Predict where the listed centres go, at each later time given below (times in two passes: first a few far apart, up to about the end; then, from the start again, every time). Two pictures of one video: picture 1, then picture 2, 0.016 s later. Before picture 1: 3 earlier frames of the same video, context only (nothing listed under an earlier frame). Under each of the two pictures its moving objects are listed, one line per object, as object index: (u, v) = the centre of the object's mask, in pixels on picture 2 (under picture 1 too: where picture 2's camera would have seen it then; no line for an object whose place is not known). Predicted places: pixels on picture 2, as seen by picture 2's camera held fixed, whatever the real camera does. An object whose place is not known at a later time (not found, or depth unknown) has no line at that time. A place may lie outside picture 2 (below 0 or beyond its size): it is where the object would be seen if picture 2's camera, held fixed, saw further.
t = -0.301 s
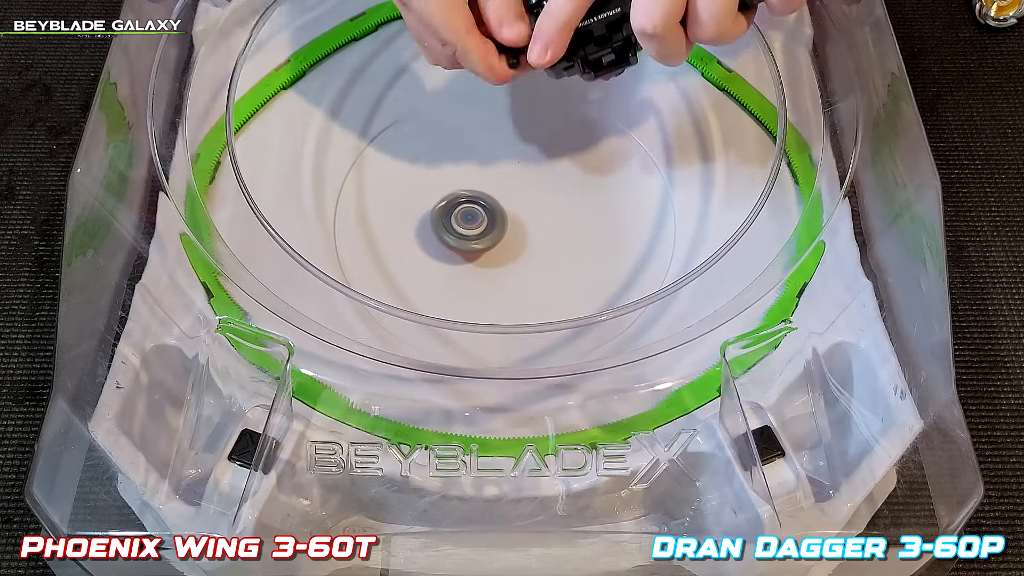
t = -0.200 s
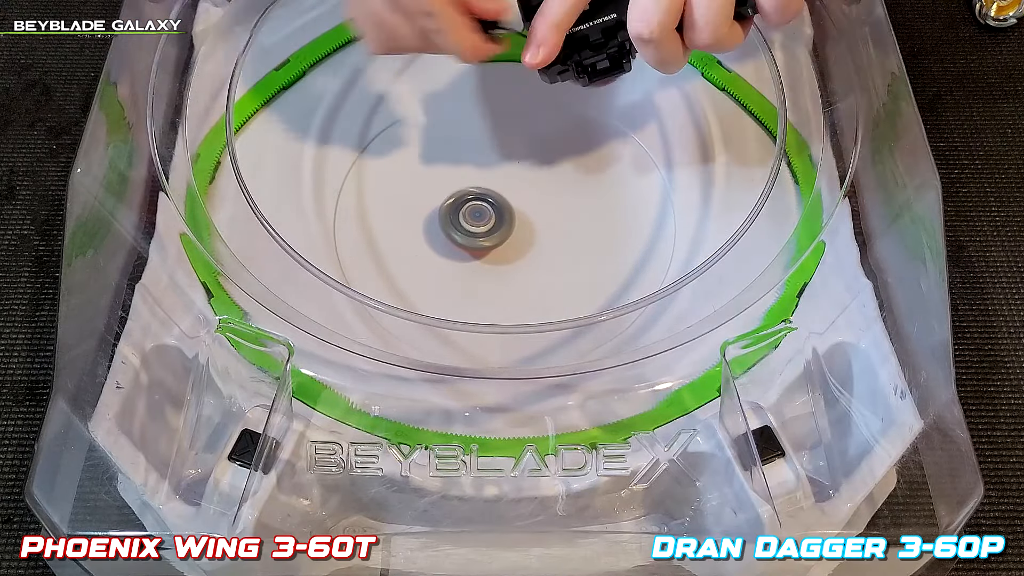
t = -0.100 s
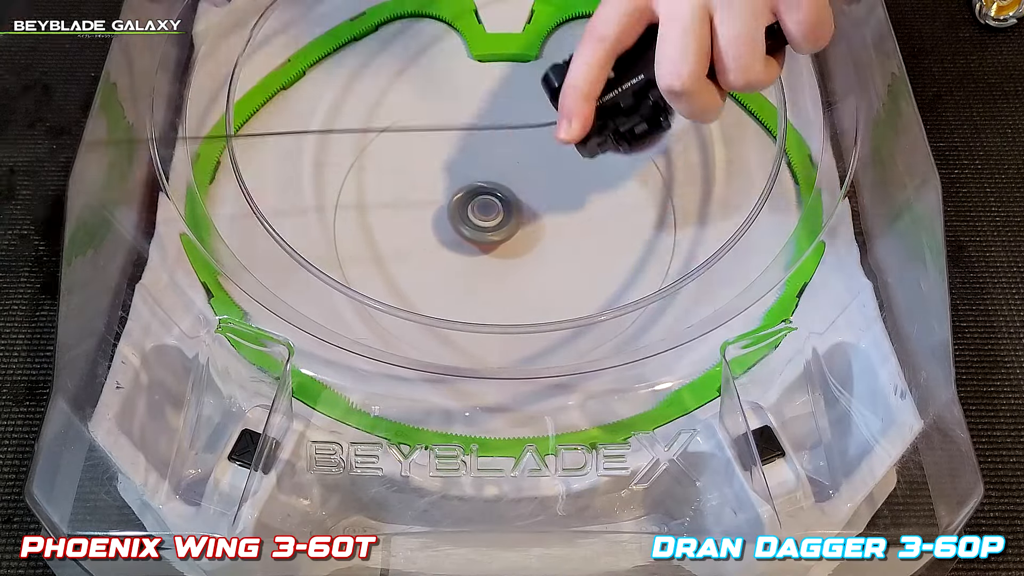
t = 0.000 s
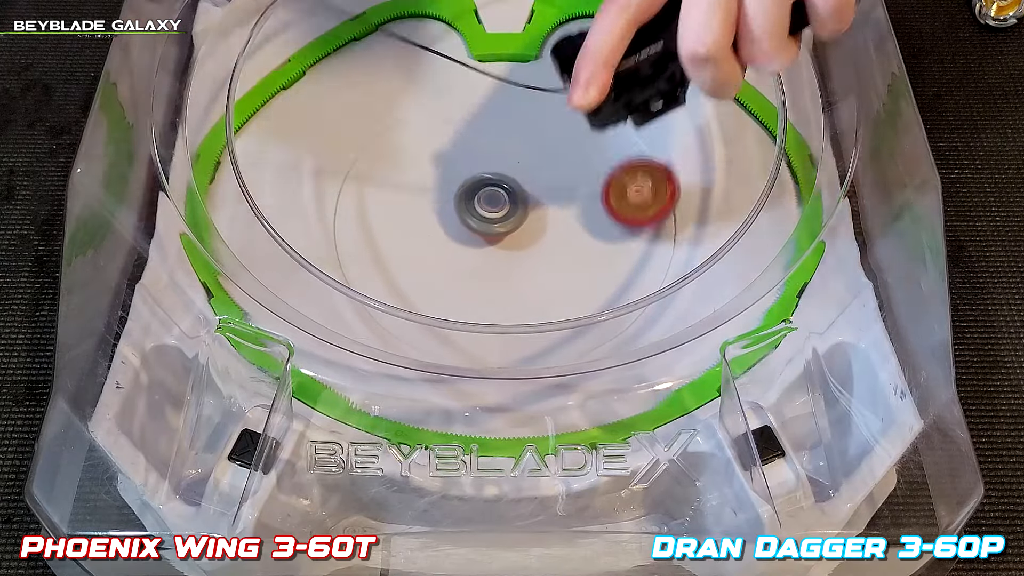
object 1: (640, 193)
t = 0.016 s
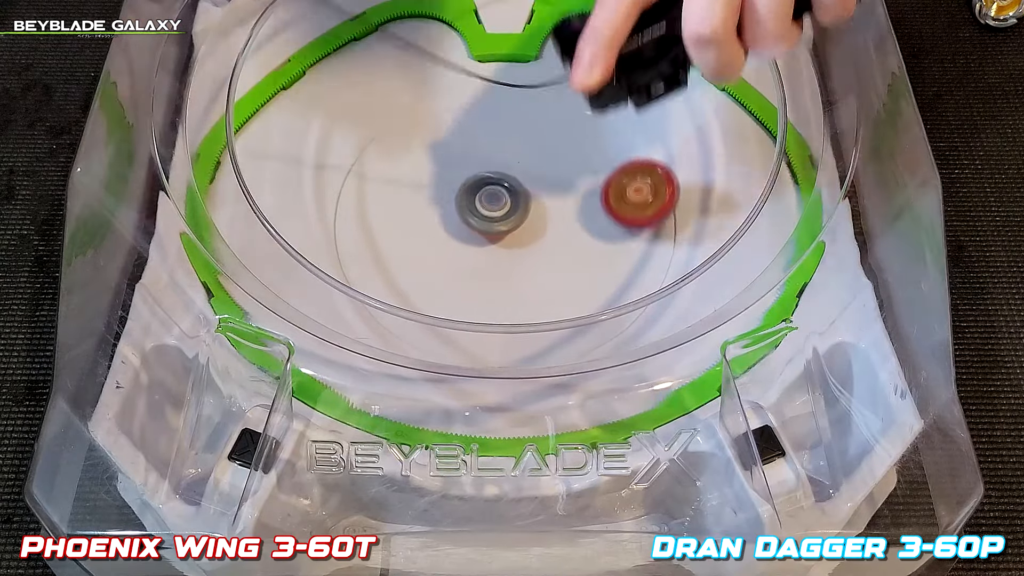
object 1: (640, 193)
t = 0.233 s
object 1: (589, 218)
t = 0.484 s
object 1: (519, 294)
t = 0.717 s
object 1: (554, 338)
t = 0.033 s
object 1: (639, 185)
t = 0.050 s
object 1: (637, 179)
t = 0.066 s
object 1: (635, 175)
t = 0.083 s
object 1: (632, 175)
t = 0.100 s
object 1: (628, 177)
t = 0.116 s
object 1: (624, 183)
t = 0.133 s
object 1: (620, 191)
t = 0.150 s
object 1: (615, 201)
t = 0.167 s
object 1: (611, 210)
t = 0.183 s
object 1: (606, 208)
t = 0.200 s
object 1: (601, 208)
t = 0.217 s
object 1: (595, 212)
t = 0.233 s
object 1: (589, 218)
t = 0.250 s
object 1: (583, 225)
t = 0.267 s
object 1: (576, 228)
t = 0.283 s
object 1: (570, 232)
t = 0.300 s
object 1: (564, 236)
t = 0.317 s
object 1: (558, 241)
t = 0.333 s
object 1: (552, 246)
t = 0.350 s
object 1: (546, 251)
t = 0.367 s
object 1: (541, 256)
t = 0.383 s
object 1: (536, 261)
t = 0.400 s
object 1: (532, 267)
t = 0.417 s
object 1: (528, 273)
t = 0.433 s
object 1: (525, 279)
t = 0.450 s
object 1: (522, 285)
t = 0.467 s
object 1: (520, 290)
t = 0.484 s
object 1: (519, 294)
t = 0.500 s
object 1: (518, 297)
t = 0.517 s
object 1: (518, 300)
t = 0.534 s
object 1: (519, 313)
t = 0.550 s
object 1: (520, 320)
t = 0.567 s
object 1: (522, 325)
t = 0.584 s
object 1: (525, 334)
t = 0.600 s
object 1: (529, 337)
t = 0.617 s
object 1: (532, 337)
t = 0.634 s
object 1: (535, 336)
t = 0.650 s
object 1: (539, 337)
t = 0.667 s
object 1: (543, 338)
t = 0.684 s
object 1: (547, 337)
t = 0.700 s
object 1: (551, 338)
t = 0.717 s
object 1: (554, 338)
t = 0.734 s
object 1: (558, 339)
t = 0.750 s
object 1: (562, 340)
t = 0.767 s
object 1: (565, 341)
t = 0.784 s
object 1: (569, 346)
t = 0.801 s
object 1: (572, 346)
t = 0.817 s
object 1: (575, 354)
